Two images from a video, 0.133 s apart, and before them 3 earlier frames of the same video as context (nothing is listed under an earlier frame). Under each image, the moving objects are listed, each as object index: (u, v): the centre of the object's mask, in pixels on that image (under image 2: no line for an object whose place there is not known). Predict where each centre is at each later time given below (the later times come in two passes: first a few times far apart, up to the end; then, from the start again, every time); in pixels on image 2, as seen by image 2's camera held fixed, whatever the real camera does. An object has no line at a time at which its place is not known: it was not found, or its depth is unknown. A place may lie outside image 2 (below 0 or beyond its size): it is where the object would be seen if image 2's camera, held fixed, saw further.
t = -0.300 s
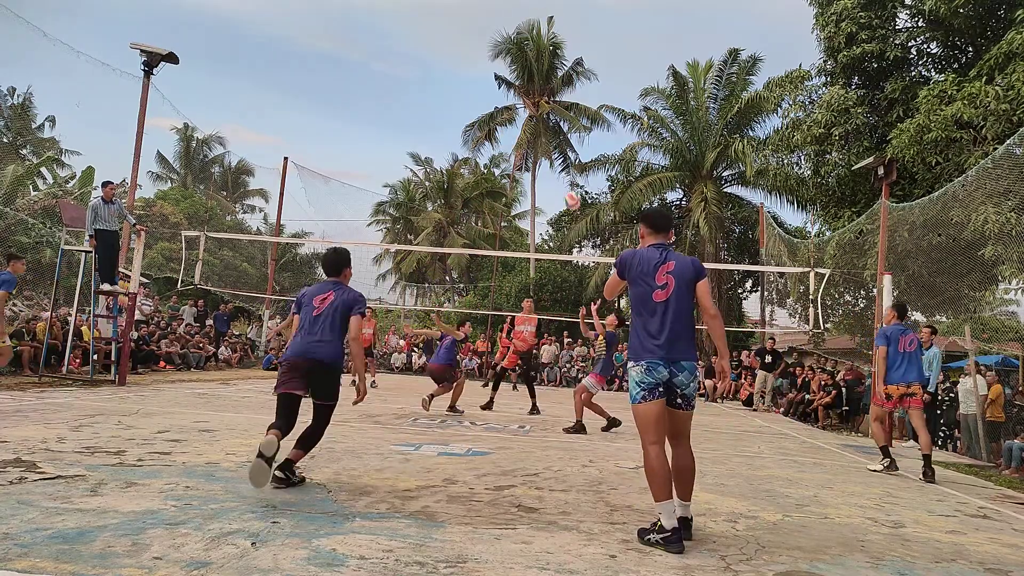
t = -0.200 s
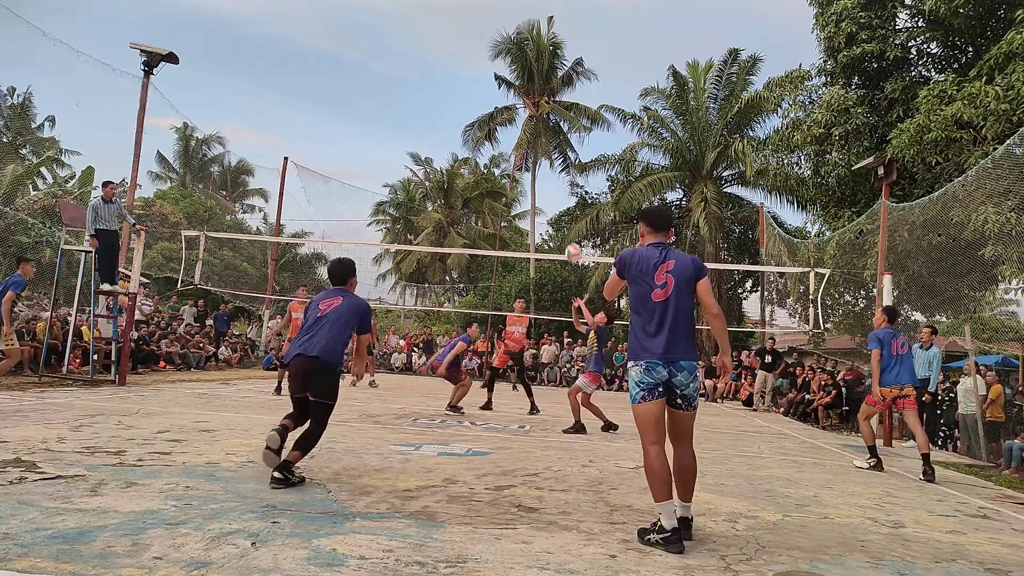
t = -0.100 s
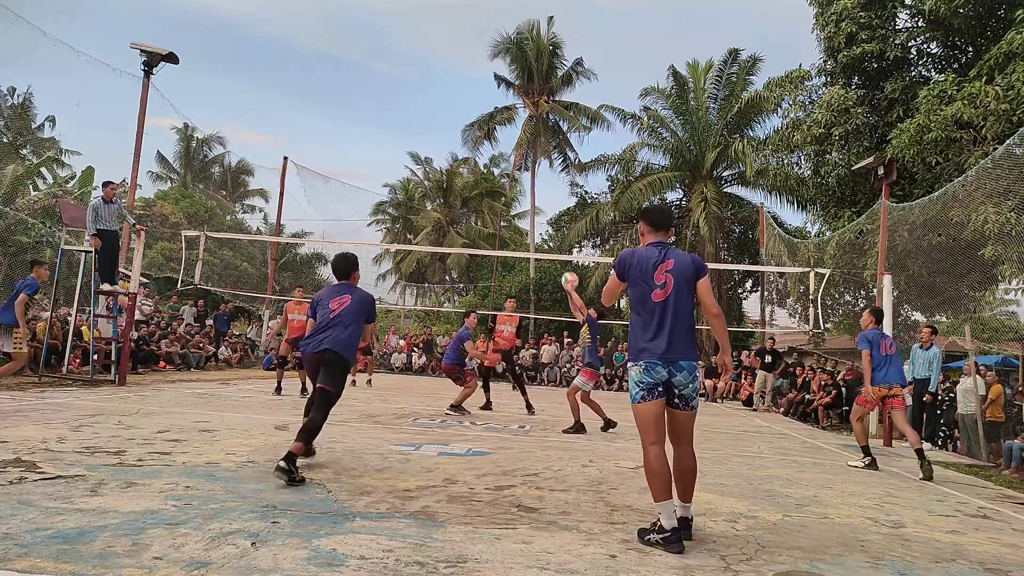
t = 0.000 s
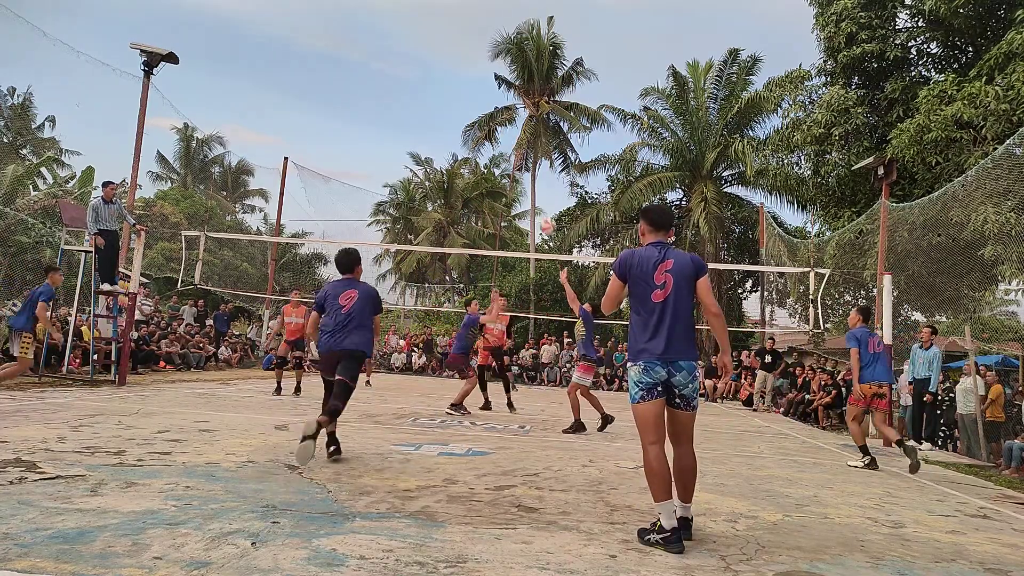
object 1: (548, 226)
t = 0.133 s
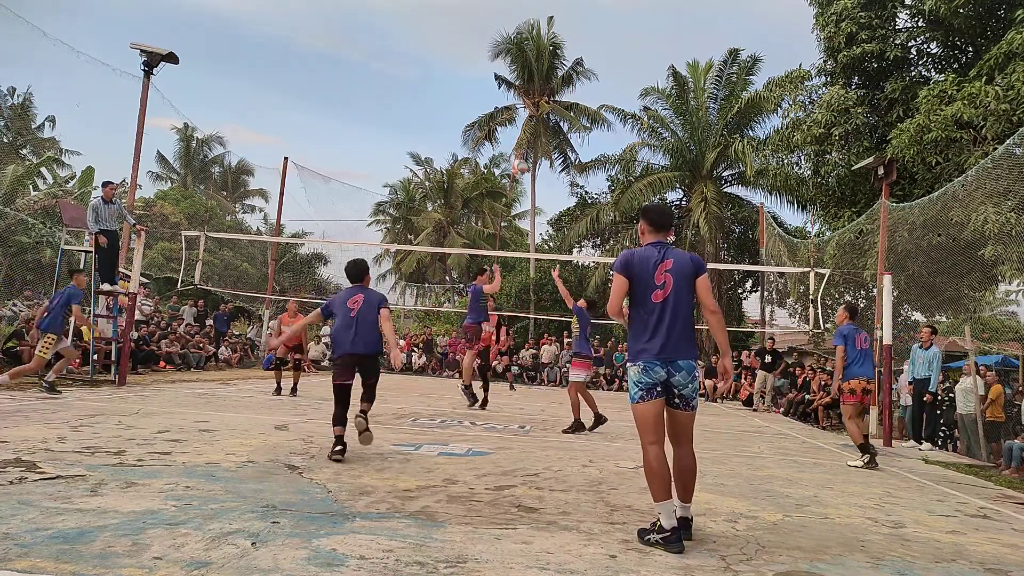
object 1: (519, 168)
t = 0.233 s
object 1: (499, 134)
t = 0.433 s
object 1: (460, 92)
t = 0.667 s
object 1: (415, 79)
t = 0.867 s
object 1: (376, 99)
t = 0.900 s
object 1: (370, 104)
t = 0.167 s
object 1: (513, 155)
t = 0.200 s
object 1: (506, 144)
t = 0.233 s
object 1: (499, 134)
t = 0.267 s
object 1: (493, 124)
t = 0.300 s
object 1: (485, 115)
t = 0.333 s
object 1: (480, 109)
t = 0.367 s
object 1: (473, 102)
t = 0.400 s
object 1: (467, 97)
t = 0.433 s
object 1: (460, 92)
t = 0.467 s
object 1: (454, 87)
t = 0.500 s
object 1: (447, 84)
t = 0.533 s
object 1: (441, 82)
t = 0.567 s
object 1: (434, 80)
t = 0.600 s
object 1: (428, 79)
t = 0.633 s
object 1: (421, 79)
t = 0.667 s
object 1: (415, 79)
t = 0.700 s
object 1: (408, 81)
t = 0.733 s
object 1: (402, 83)
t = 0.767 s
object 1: (396, 86)
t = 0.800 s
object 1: (389, 89)
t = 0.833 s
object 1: (383, 93)
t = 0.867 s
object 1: (376, 99)
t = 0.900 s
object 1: (370, 104)
